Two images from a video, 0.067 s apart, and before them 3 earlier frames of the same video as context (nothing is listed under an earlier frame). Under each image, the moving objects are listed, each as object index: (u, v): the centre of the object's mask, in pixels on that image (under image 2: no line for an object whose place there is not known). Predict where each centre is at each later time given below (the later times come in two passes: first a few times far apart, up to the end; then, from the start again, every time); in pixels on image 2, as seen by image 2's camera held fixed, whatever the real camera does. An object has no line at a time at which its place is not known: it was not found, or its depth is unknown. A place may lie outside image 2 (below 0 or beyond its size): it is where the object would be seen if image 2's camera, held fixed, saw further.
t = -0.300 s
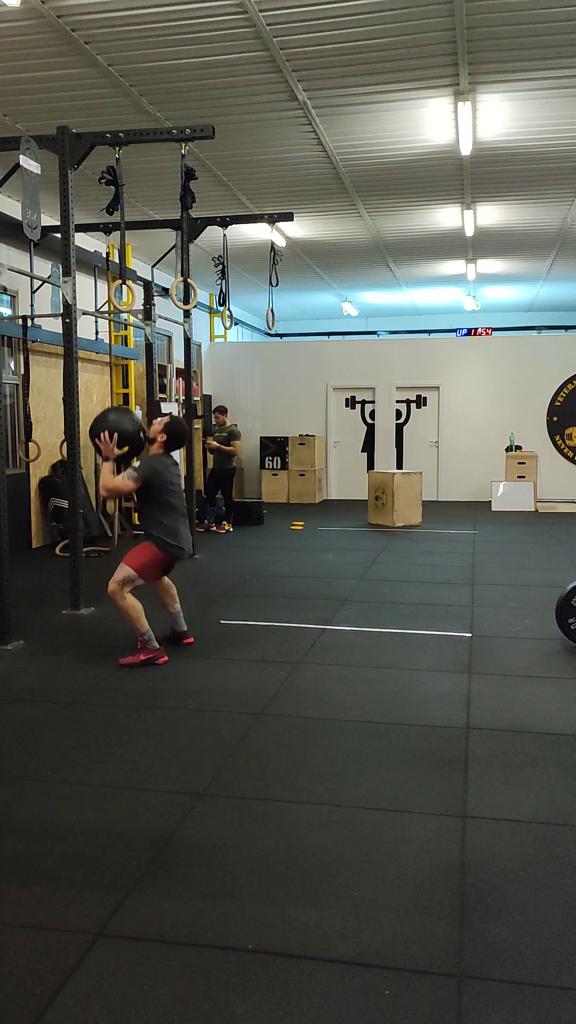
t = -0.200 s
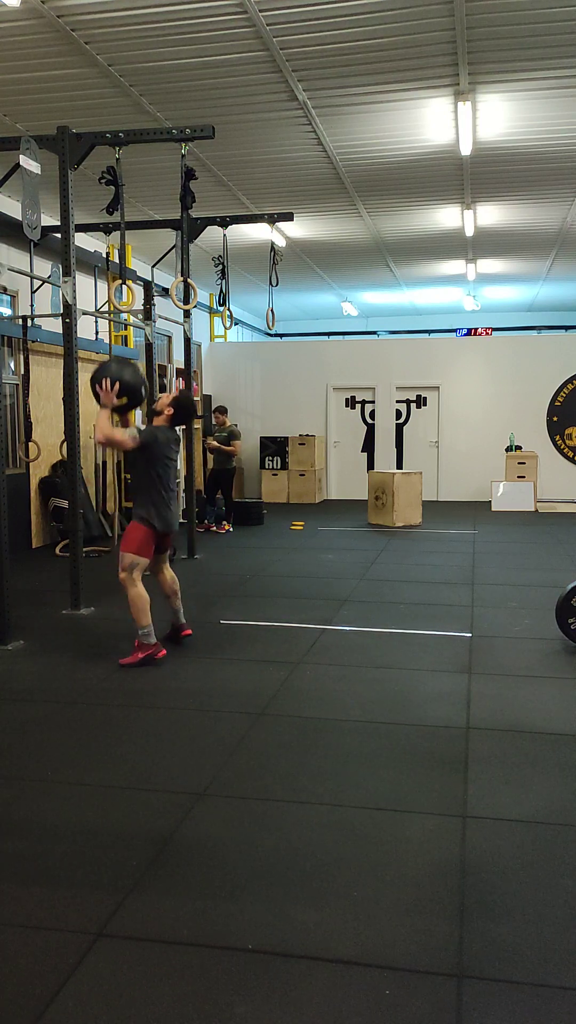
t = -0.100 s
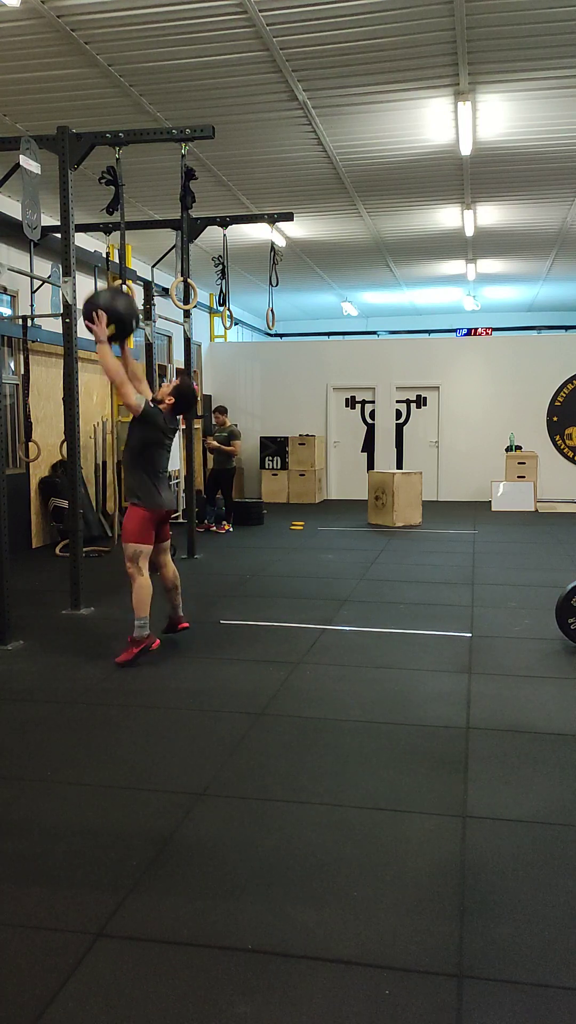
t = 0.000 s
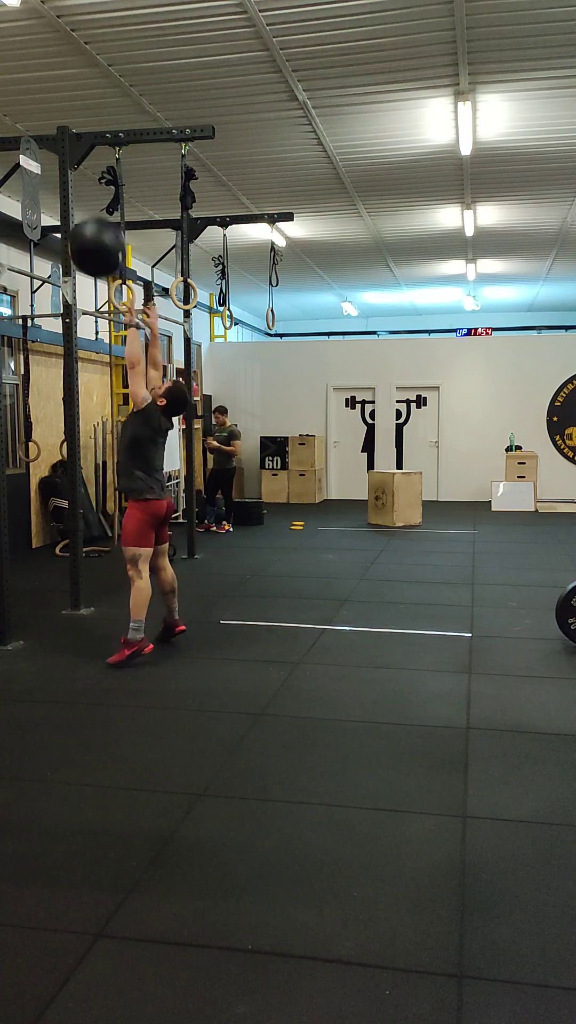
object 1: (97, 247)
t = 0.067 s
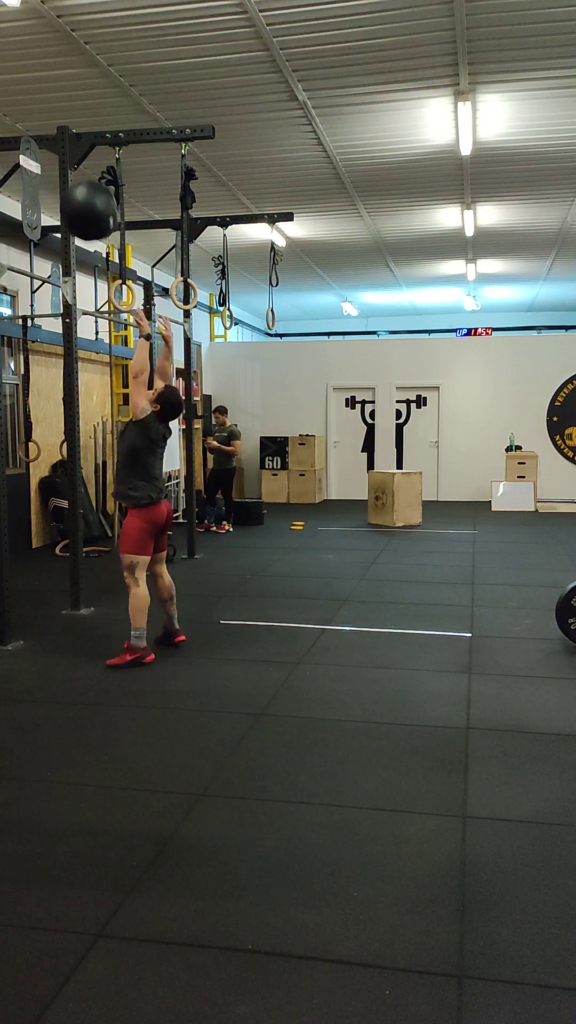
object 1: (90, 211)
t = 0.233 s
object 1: (67, 153)
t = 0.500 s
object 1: (54, 151)
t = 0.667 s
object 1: (68, 206)
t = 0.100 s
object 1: (85, 195)
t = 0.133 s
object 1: (80, 183)
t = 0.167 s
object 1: (75, 171)
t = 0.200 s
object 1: (70, 160)
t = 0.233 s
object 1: (67, 153)
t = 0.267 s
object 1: (63, 147)
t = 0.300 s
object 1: (58, 143)
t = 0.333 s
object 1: (55, 141)
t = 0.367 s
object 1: (51, 140)
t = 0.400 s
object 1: (49, 141)
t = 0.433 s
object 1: (50, 143)
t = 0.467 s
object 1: (52, 146)
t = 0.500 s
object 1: (54, 151)
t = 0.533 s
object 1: (57, 158)
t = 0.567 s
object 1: (60, 167)
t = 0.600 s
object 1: (62, 179)
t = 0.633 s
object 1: (65, 191)
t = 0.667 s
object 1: (68, 206)
